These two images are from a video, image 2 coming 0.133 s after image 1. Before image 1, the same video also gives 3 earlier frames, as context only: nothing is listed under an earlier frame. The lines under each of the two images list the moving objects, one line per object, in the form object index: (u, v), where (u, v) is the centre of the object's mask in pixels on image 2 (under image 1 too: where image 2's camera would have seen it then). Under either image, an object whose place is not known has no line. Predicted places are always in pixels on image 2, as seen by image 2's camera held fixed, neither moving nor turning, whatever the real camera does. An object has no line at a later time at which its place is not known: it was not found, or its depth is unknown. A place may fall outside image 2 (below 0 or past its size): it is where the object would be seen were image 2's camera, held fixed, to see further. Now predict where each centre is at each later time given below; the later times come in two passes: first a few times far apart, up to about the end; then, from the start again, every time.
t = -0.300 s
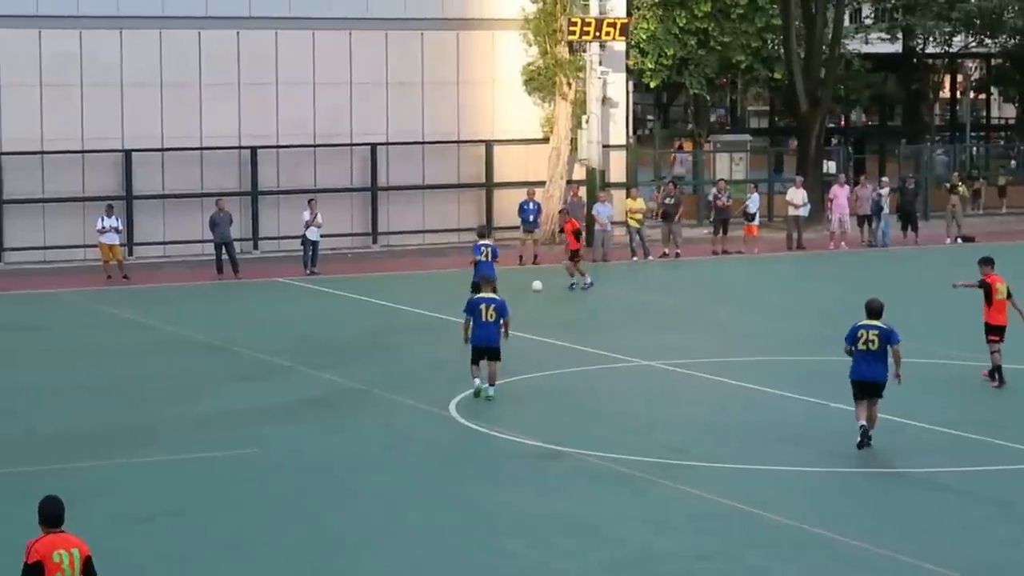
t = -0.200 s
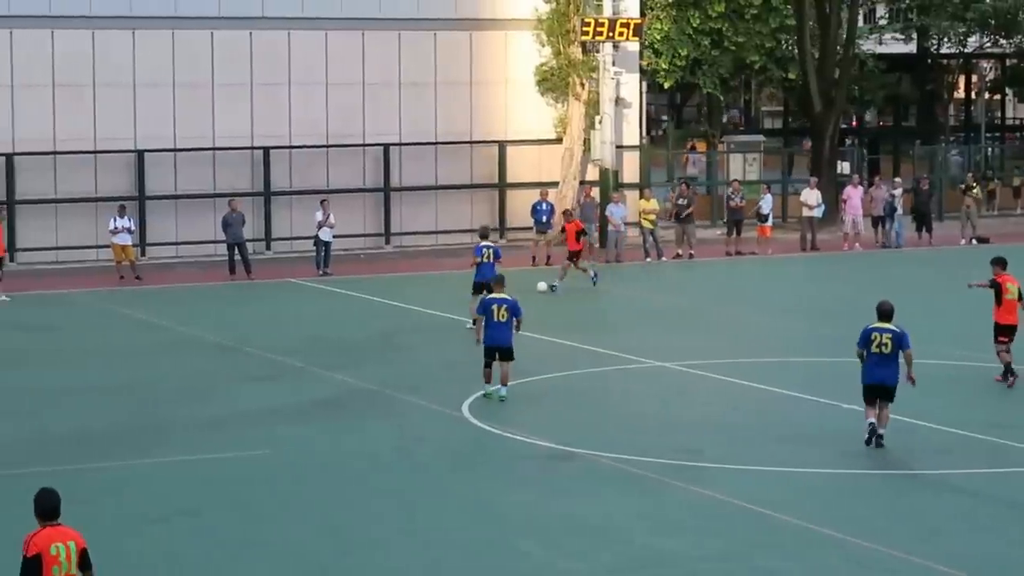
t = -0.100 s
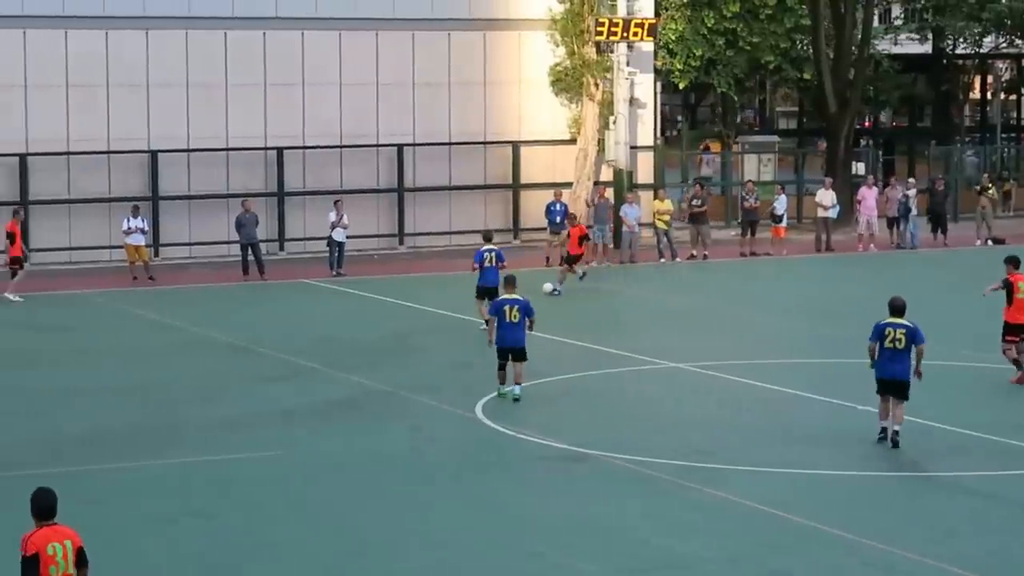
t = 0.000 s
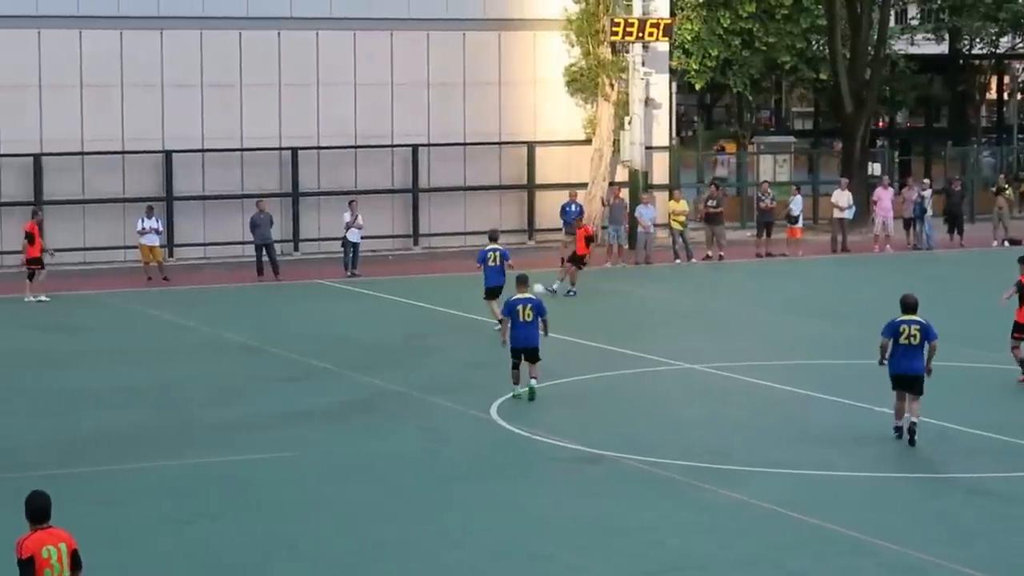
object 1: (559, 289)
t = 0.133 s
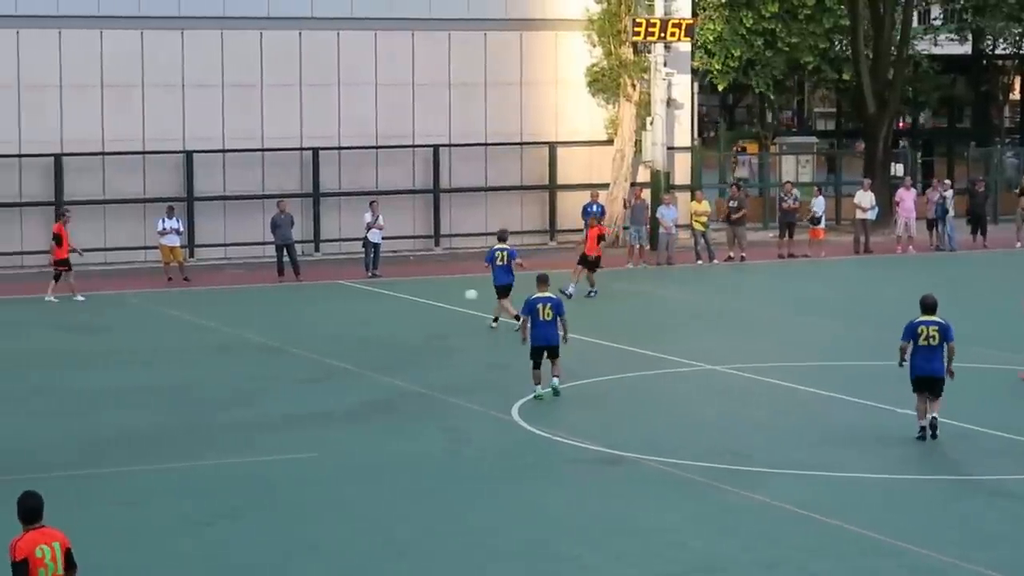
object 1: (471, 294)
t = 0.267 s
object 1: (379, 309)
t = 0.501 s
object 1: (219, 323)
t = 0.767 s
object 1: (34, 345)
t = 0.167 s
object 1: (448, 297)
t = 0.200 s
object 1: (426, 299)
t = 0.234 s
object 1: (402, 303)
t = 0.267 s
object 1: (379, 309)
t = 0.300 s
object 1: (355, 313)
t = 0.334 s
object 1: (333, 314)
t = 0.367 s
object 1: (310, 314)
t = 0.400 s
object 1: (288, 315)
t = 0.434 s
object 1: (265, 317)
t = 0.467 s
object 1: (243, 319)
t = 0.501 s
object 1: (219, 323)
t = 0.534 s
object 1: (195, 327)
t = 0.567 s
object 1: (172, 331)
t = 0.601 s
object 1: (150, 332)
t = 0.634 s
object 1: (128, 333)
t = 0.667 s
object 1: (105, 336)
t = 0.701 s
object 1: (81, 339)
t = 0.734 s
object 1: (58, 343)
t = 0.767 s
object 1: (34, 345)
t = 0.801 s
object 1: (11, 347)
